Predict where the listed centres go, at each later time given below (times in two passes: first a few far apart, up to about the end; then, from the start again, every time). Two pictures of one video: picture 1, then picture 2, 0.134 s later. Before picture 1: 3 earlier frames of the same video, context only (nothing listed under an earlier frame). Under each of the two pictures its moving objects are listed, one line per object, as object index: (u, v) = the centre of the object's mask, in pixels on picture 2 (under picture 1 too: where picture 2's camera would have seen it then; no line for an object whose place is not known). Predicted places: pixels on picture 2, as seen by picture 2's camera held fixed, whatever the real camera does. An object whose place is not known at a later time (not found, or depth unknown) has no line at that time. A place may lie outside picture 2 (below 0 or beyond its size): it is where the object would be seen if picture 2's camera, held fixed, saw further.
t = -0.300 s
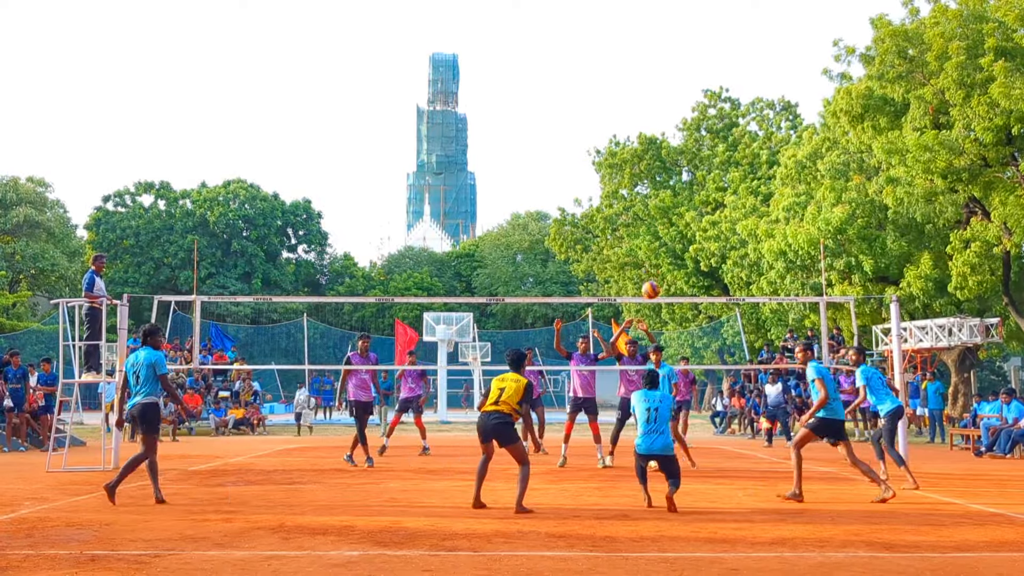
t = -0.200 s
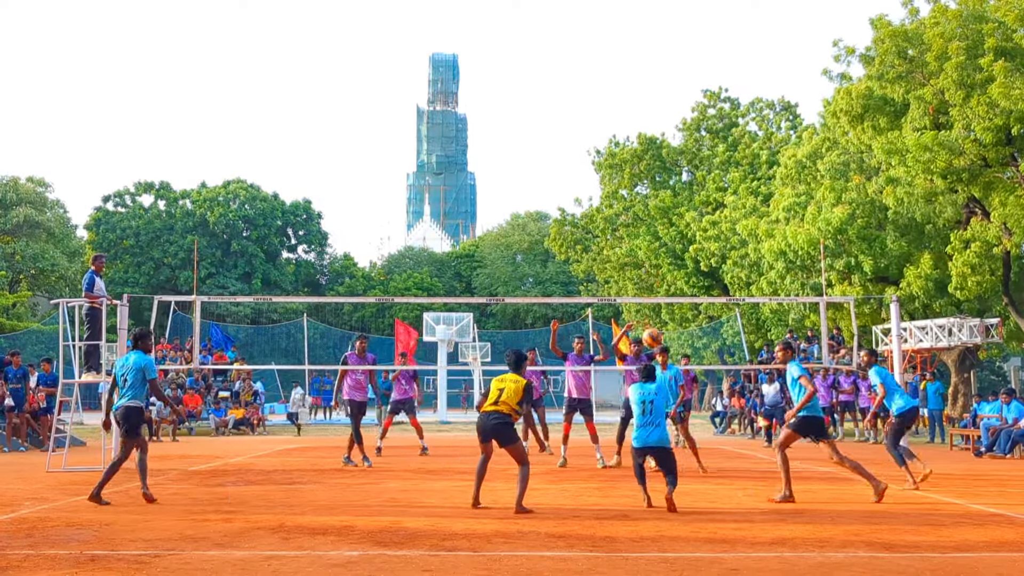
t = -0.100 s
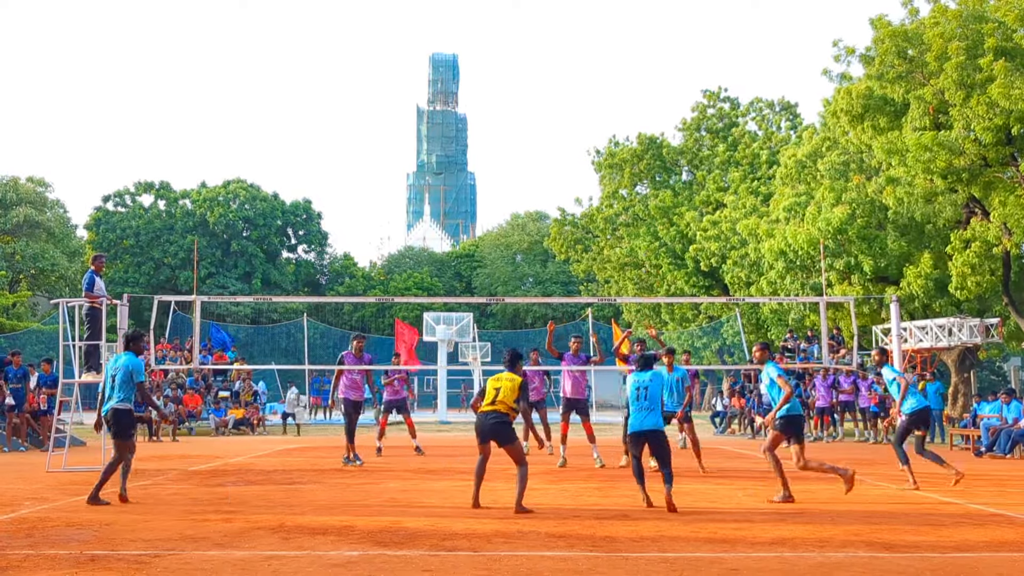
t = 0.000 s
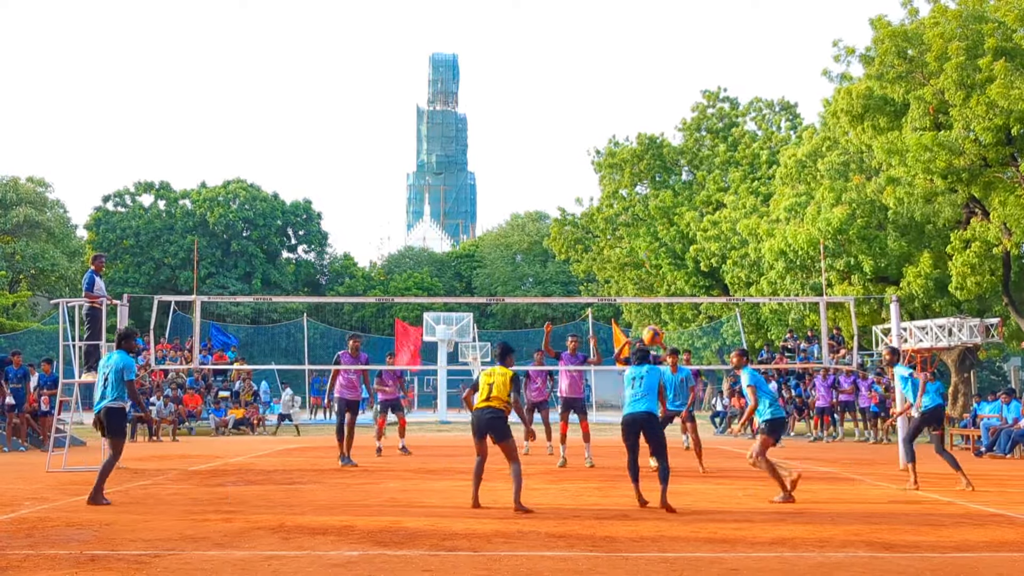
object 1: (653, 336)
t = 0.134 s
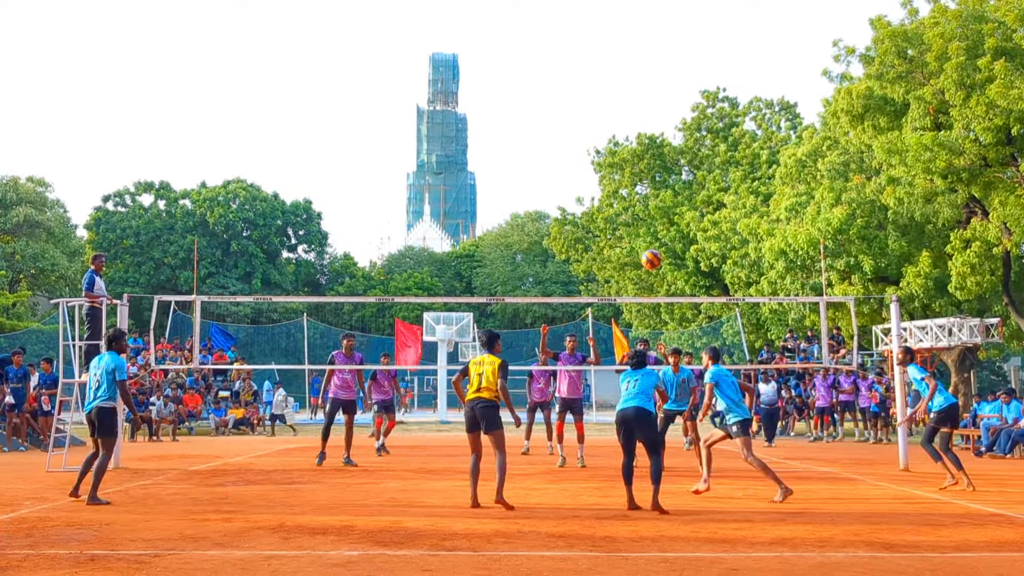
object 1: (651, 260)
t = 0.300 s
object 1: (650, 193)
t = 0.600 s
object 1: (646, 143)
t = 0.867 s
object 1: (641, 160)
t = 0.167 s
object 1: (652, 244)
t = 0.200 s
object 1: (651, 229)
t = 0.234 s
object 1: (650, 216)
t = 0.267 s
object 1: (651, 204)
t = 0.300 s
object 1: (650, 193)
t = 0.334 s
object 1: (649, 183)
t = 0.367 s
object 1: (648, 175)
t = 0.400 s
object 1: (648, 167)
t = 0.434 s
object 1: (648, 162)
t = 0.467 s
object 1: (647, 155)
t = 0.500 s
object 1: (647, 151)
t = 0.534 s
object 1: (647, 147)
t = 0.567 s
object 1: (646, 145)
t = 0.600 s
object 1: (646, 143)
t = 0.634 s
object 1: (645, 143)
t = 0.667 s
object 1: (645, 143)
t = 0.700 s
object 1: (645, 143)
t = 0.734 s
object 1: (645, 145)
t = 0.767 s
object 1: (643, 147)
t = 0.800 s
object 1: (642, 151)
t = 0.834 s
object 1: (641, 154)
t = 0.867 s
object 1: (641, 160)
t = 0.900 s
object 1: (641, 165)
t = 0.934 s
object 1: (641, 171)
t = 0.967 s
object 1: (640, 179)
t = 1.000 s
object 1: (640, 187)
